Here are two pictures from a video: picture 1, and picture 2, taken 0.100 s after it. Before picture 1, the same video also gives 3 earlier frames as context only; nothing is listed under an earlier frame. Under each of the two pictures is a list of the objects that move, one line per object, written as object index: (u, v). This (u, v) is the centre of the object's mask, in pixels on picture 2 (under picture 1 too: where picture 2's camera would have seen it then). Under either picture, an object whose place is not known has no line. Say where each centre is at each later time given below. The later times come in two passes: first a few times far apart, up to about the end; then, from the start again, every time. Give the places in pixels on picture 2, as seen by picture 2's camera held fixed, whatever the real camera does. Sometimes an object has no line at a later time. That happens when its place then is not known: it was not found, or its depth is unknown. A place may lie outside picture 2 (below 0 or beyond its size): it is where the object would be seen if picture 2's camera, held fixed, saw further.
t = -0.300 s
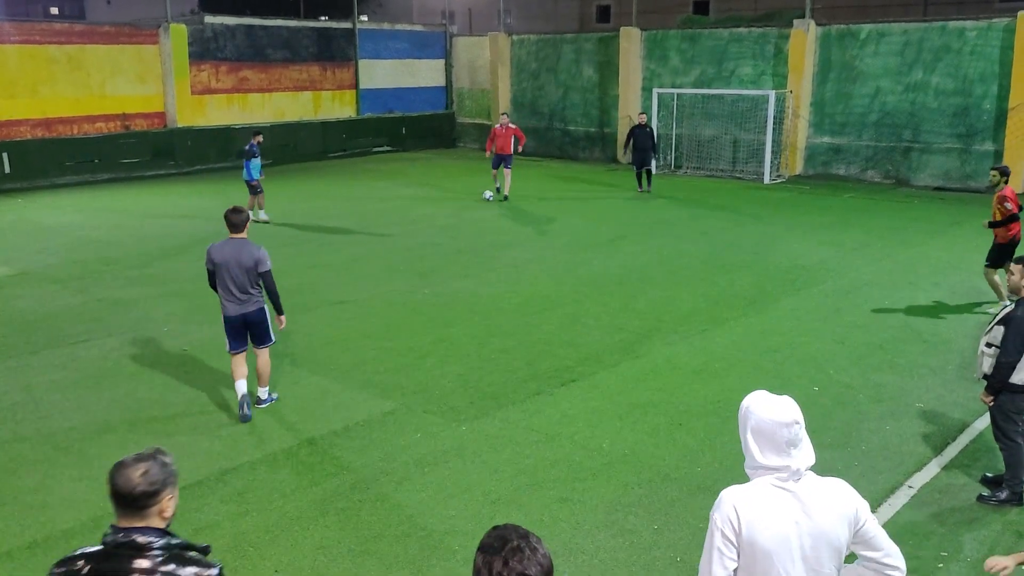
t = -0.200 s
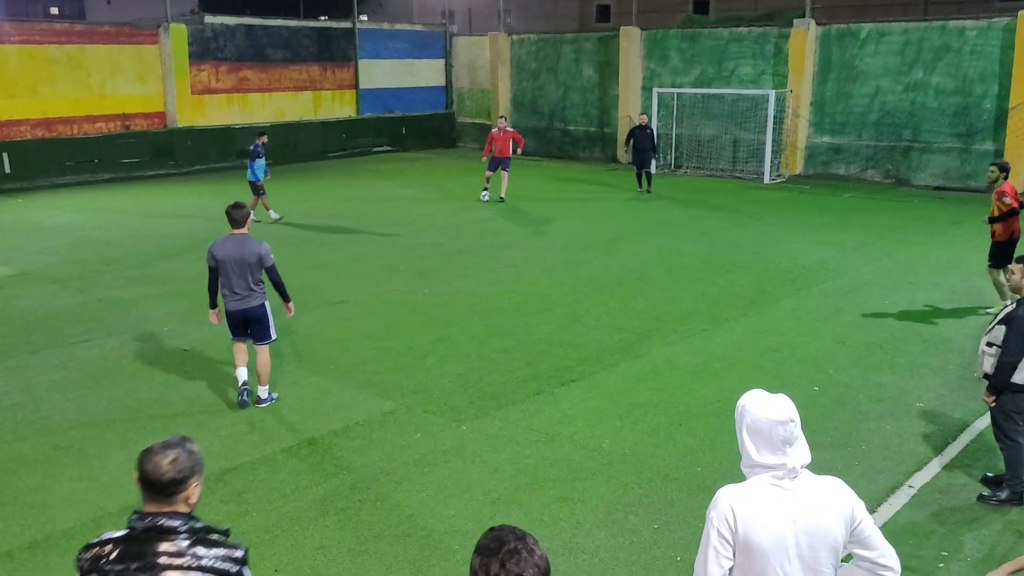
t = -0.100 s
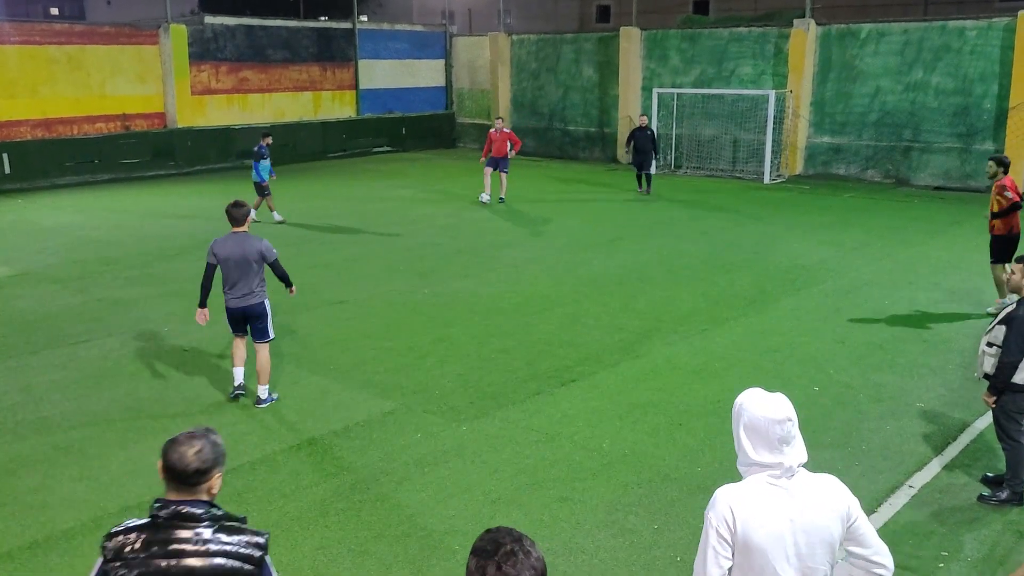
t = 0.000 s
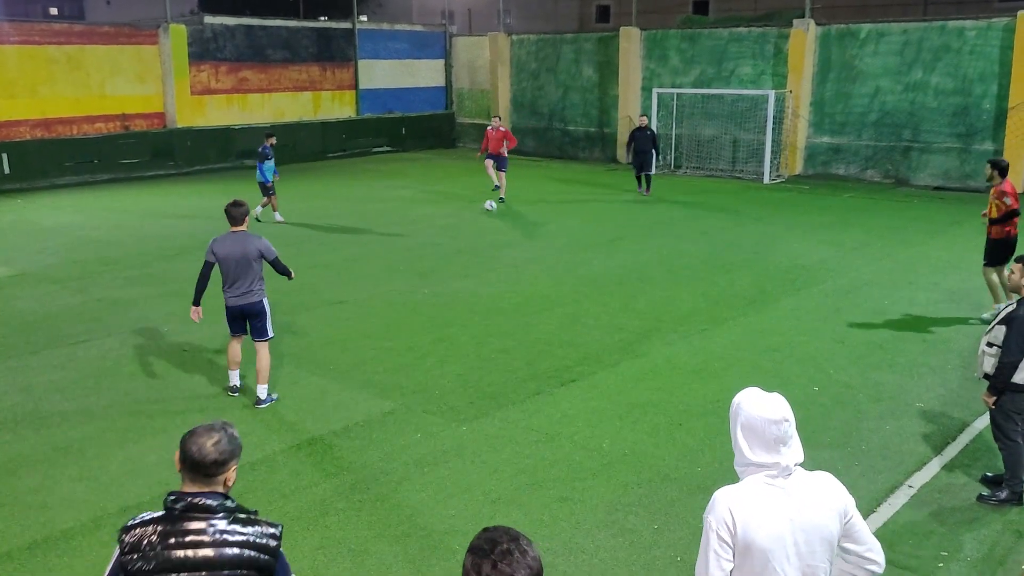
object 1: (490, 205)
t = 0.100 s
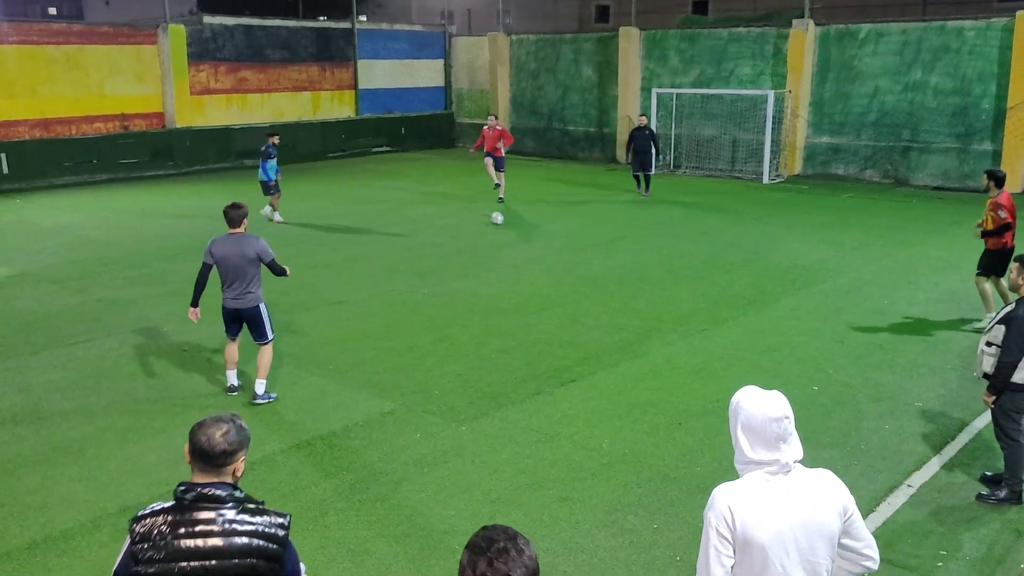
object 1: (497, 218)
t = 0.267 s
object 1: (510, 233)
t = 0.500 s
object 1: (531, 261)
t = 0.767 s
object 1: (558, 292)
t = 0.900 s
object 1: (575, 310)
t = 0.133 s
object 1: (499, 220)
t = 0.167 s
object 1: (501, 222)
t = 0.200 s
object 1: (504, 225)
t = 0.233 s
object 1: (507, 229)
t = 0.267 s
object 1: (510, 233)
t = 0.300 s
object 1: (513, 239)
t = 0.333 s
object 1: (516, 242)
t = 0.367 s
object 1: (519, 244)
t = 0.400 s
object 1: (522, 248)
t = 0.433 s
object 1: (525, 252)
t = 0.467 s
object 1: (528, 257)
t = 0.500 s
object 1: (531, 261)
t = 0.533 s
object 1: (534, 264)
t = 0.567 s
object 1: (537, 269)
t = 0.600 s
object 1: (541, 273)
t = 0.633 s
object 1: (544, 275)
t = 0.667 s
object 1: (547, 279)
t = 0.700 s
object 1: (551, 283)
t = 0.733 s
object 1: (554, 288)
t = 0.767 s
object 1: (558, 292)
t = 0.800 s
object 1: (562, 295)
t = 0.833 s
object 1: (566, 299)
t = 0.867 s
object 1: (571, 304)
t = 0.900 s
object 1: (575, 310)
